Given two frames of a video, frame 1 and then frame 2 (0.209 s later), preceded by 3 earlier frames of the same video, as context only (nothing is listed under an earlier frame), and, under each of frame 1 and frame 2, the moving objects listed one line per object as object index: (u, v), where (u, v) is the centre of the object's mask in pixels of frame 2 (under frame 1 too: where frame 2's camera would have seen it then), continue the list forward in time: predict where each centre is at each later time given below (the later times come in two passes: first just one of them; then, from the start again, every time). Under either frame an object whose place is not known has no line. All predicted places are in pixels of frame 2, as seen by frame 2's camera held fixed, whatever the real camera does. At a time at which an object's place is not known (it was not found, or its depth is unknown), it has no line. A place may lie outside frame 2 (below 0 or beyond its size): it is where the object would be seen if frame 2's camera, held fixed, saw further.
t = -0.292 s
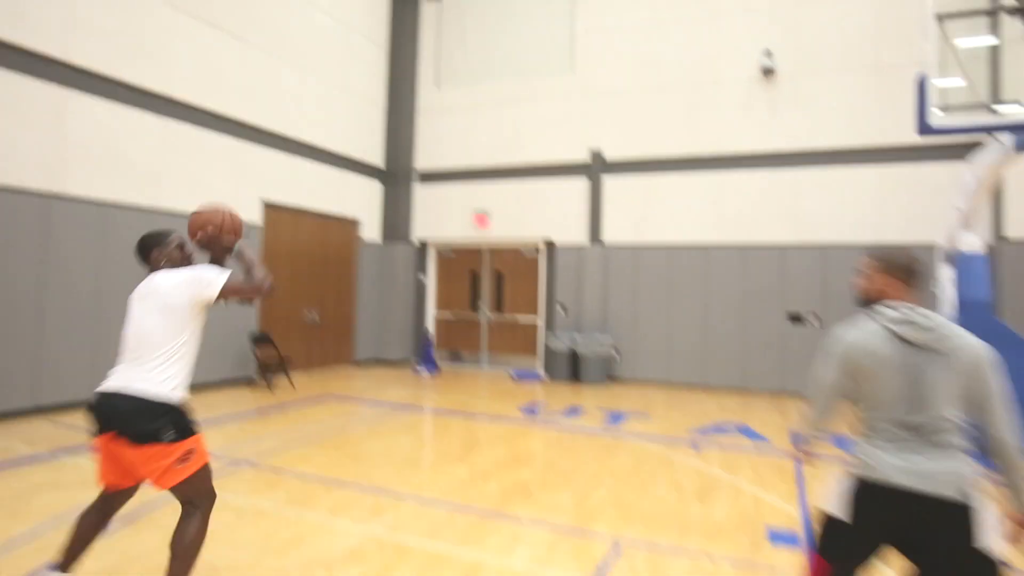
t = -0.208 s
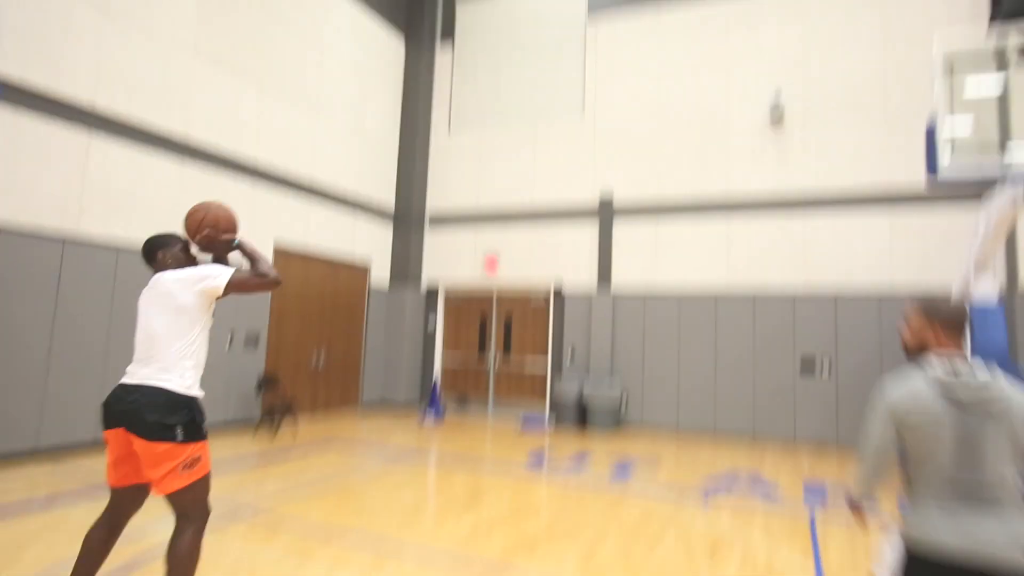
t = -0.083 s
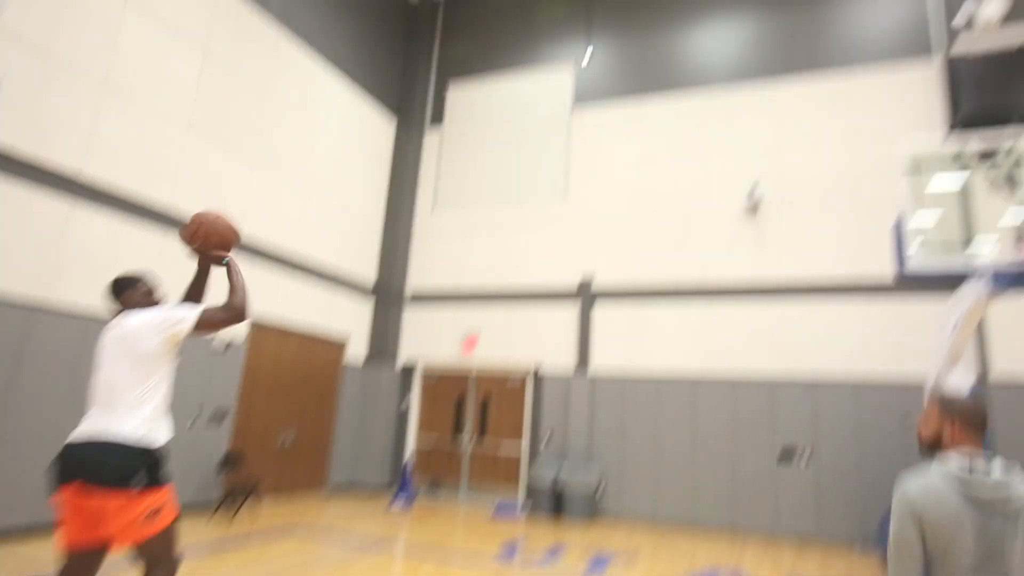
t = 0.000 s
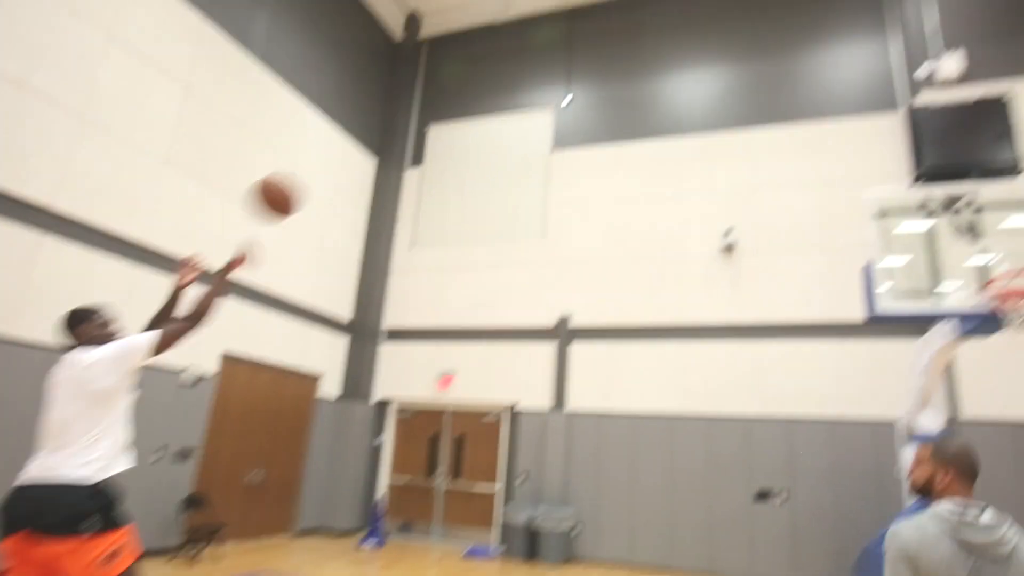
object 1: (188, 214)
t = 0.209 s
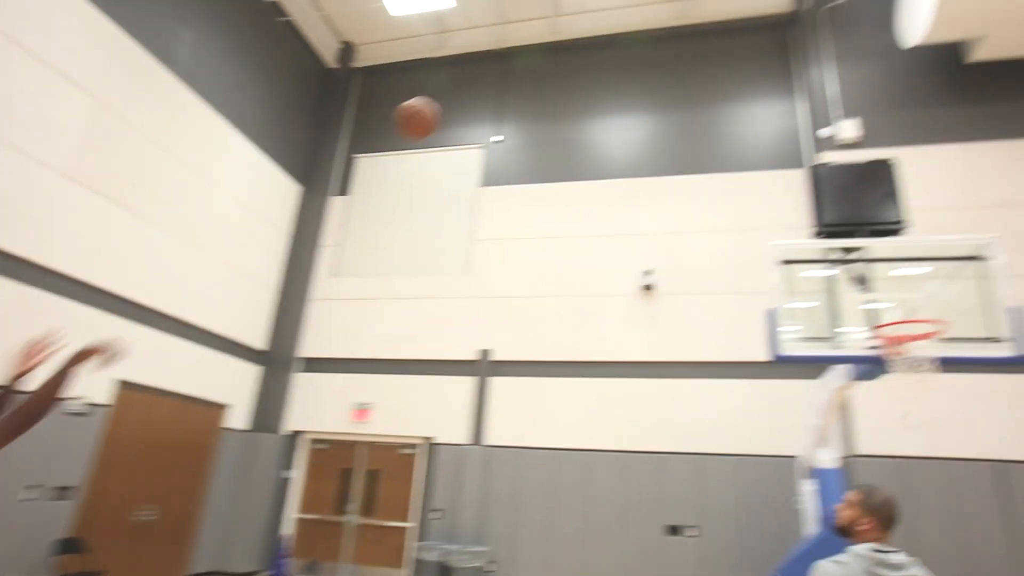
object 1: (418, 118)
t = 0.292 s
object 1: (484, 102)
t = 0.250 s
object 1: (452, 109)
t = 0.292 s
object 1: (484, 102)
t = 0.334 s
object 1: (515, 99)
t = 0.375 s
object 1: (544, 97)
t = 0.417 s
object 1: (571, 97)
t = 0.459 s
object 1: (598, 99)
